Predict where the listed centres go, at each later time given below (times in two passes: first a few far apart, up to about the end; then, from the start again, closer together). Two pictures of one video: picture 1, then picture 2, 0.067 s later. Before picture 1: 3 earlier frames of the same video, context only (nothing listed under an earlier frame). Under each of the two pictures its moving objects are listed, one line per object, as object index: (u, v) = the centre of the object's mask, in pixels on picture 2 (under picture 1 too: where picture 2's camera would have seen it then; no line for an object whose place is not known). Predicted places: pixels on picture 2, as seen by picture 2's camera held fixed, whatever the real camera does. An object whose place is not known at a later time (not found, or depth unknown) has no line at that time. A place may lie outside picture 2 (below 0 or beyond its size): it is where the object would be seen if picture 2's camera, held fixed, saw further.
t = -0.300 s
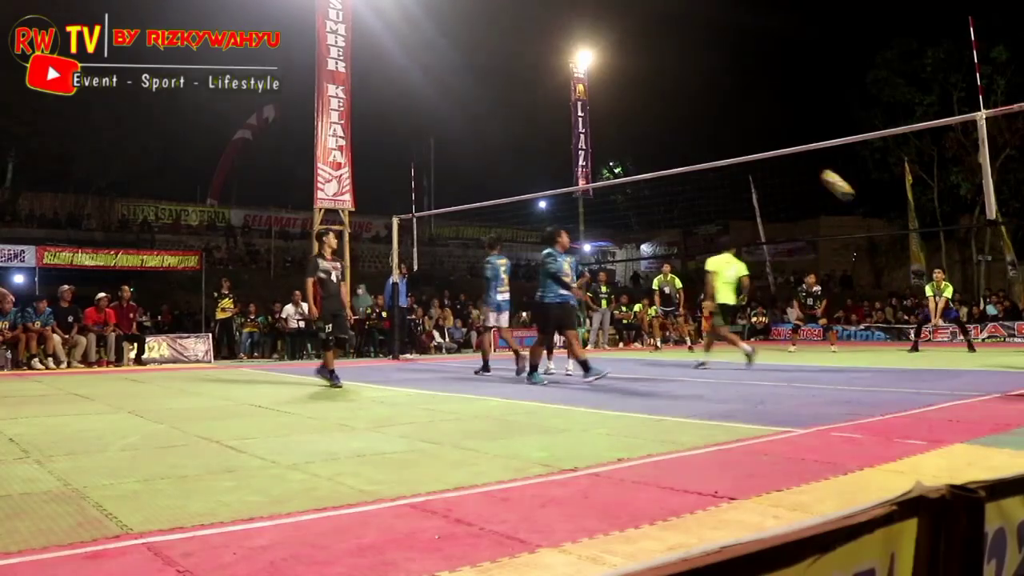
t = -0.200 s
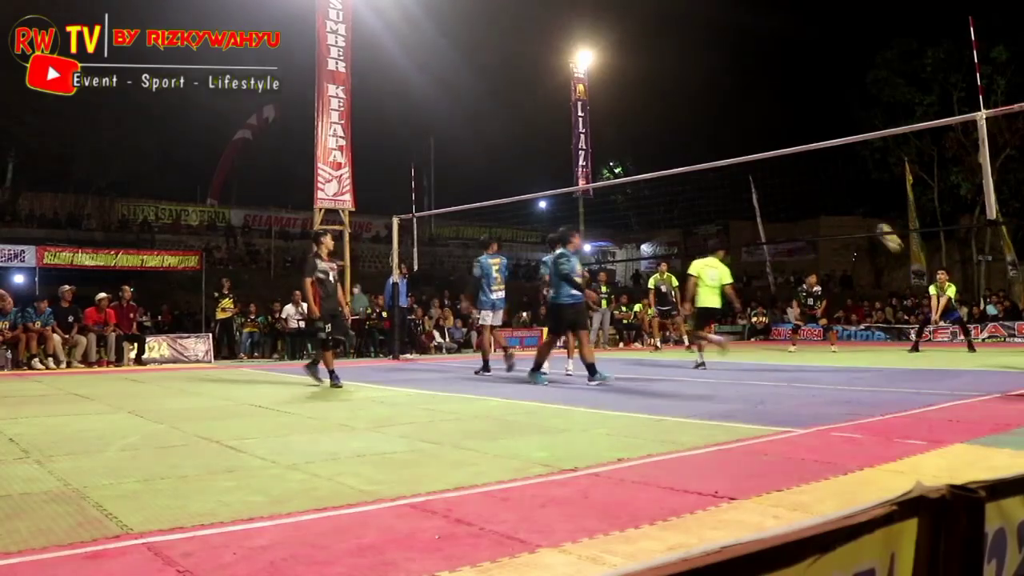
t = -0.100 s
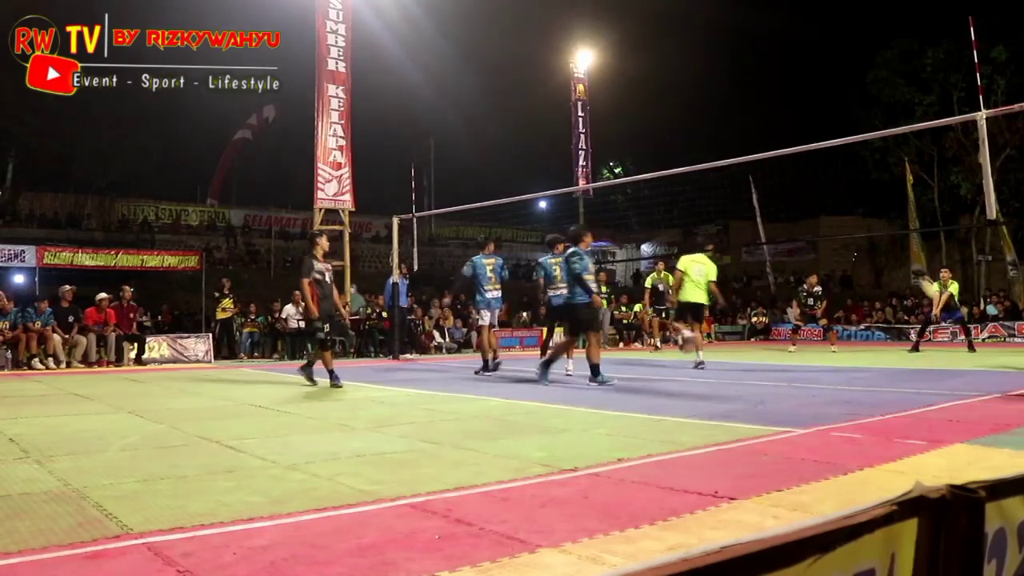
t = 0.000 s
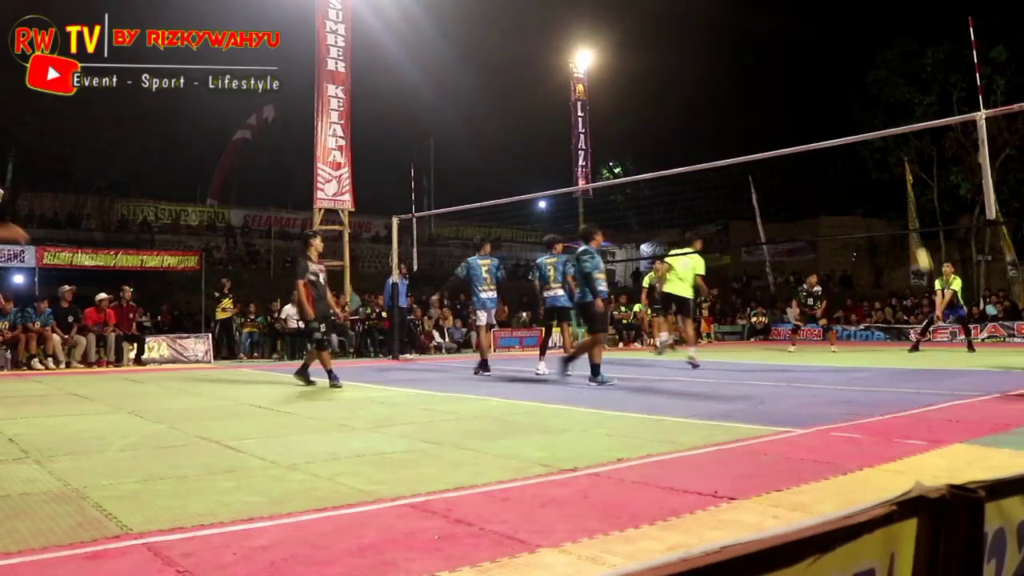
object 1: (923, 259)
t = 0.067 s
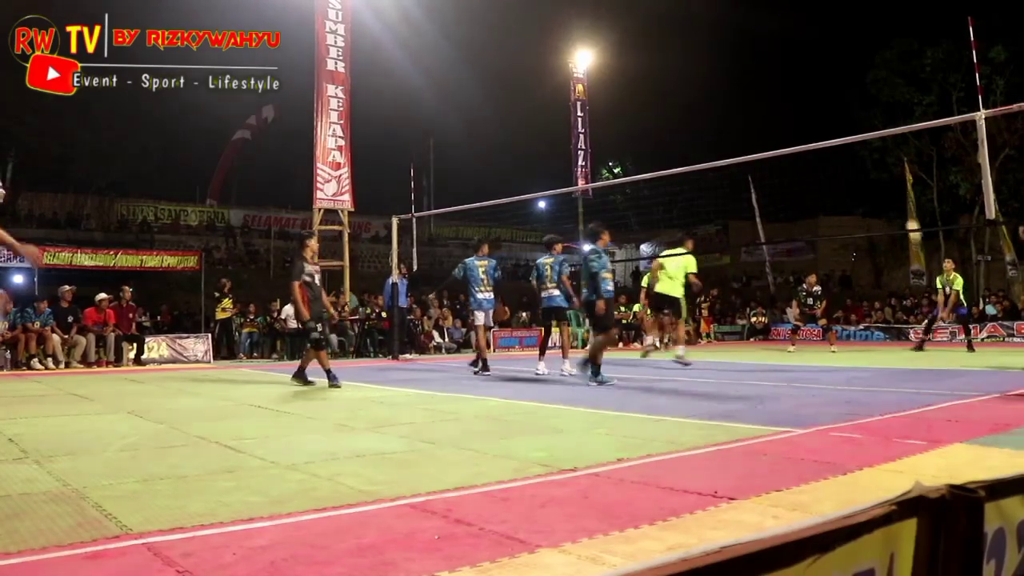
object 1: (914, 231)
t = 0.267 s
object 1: (884, 155)
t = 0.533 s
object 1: (846, 90)
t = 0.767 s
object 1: (814, 67)
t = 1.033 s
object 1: (776, 82)
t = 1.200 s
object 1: (753, 116)
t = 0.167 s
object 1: (898, 191)
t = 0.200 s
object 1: (894, 178)
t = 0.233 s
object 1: (889, 167)
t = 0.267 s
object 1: (884, 155)
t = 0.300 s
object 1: (879, 146)
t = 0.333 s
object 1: (874, 136)
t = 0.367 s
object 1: (869, 125)
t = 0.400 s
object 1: (865, 119)
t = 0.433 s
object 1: (860, 110)
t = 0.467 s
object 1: (855, 103)
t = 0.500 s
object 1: (851, 97)
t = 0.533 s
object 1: (846, 90)
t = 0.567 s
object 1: (842, 85)
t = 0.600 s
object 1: (837, 80)
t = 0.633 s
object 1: (832, 76)
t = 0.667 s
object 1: (828, 73)
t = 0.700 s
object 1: (823, 70)
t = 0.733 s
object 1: (818, 68)
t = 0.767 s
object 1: (814, 67)
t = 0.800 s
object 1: (809, 66)
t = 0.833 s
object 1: (805, 66)
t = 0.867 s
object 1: (800, 67)
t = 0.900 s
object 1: (795, 68)
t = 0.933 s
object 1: (790, 71)
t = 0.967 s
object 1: (786, 73)
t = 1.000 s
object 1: (781, 77)
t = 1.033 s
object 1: (776, 82)
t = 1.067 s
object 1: (772, 87)
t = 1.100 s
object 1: (767, 93)
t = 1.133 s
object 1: (763, 100)
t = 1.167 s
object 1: (757, 107)
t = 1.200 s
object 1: (753, 116)
